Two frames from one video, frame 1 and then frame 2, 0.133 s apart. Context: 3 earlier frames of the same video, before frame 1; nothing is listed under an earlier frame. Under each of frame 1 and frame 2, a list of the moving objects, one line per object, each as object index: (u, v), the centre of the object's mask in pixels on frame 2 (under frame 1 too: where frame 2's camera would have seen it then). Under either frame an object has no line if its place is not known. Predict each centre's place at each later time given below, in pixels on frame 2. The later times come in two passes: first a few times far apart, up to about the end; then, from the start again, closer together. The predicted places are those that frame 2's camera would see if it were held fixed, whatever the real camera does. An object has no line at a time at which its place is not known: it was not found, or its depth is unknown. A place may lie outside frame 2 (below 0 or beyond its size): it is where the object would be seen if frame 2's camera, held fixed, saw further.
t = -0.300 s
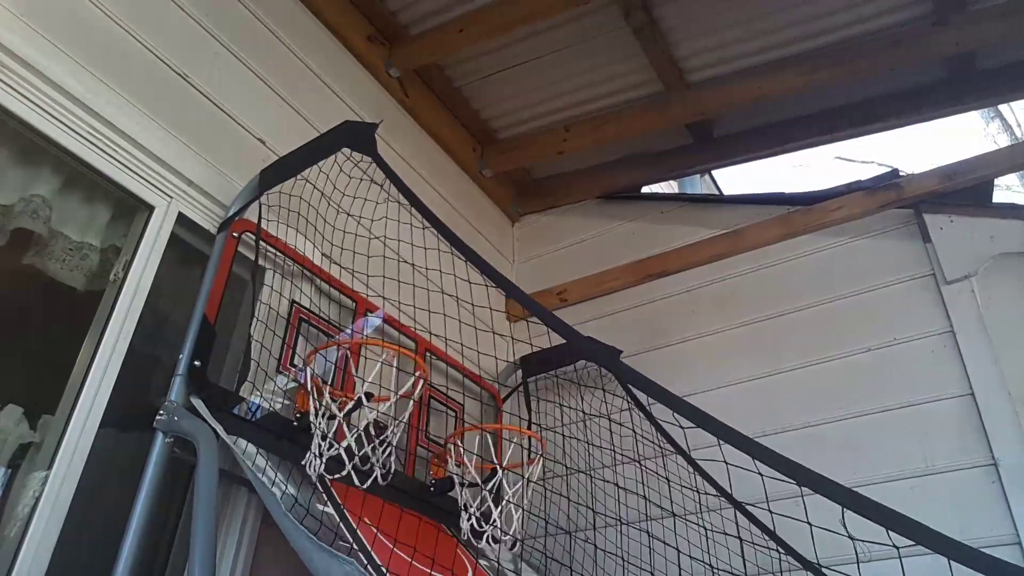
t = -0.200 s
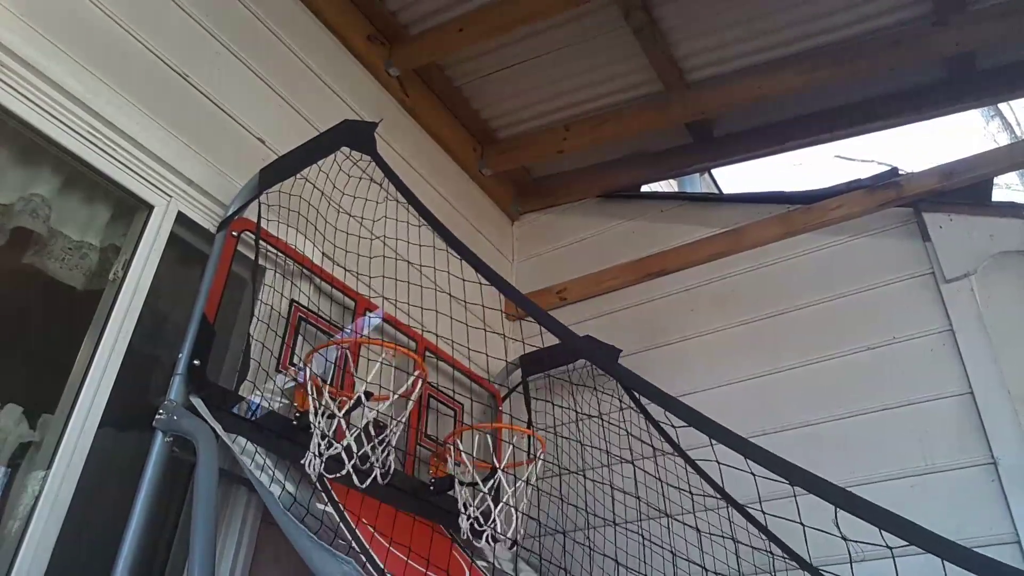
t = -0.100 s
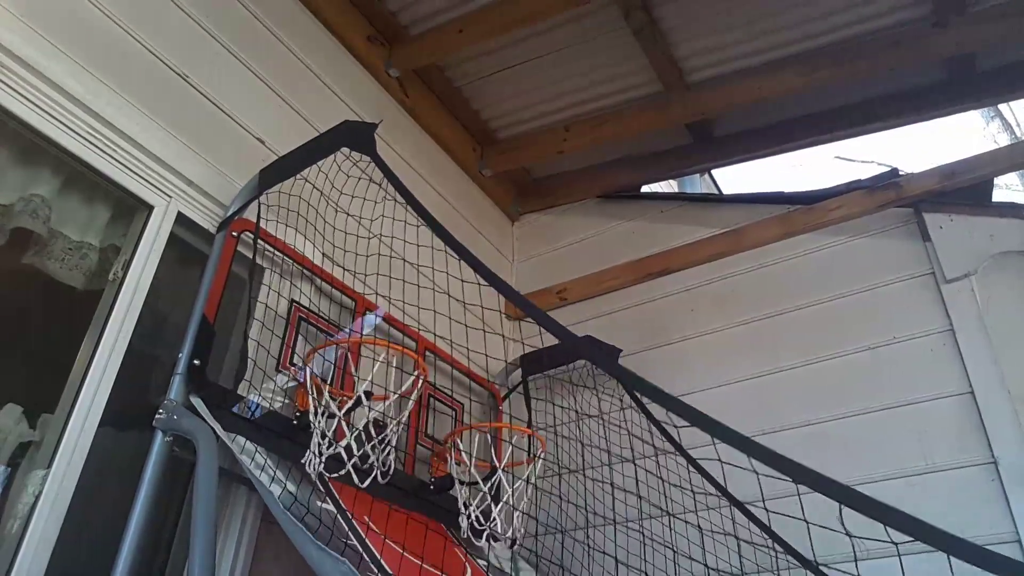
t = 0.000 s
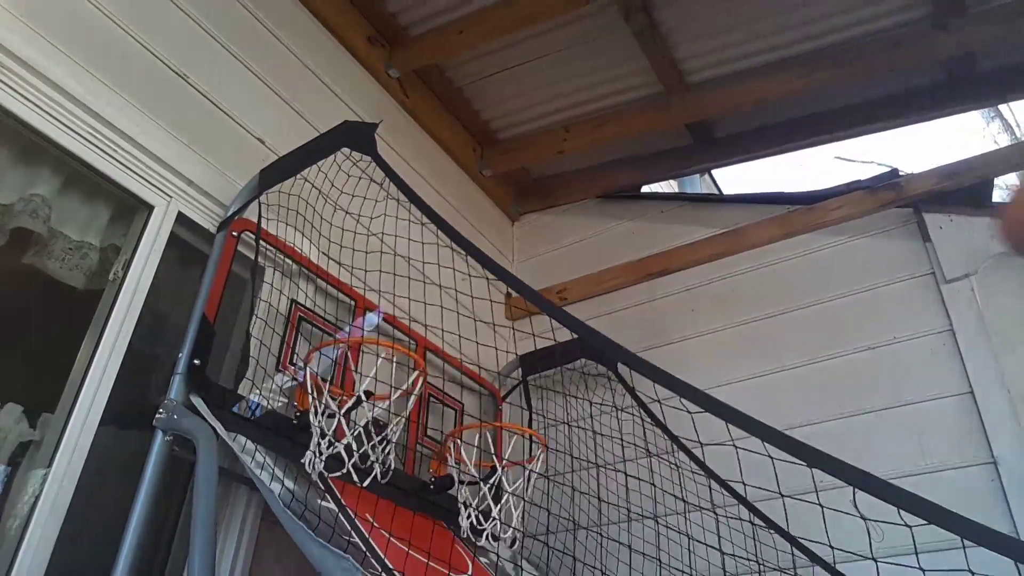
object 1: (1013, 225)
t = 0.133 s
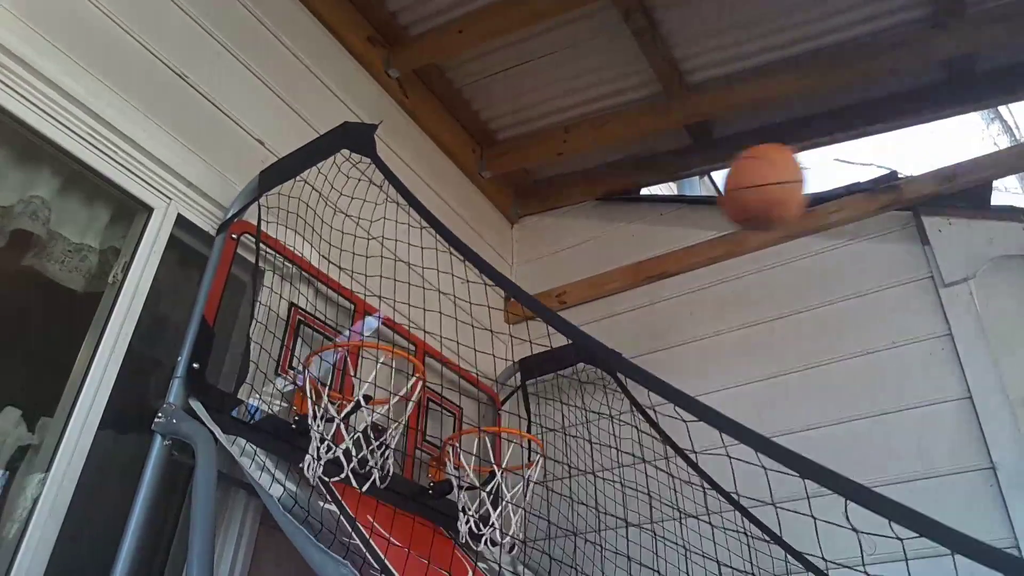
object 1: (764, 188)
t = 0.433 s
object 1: (376, 342)
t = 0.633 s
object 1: (346, 285)
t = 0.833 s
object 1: (324, 286)
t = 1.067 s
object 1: (242, 329)
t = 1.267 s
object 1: (223, 373)
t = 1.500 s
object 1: (218, 383)
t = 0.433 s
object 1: (376, 342)
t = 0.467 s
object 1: (343, 368)
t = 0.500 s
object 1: (344, 350)
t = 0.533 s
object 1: (345, 326)
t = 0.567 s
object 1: (346, 310)
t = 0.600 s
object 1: (346, 296)
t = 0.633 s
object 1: (346, 285)
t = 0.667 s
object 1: (344, 277)
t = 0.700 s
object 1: (341, 272)
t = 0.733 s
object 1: (338, 270)
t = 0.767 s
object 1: (335, 272)
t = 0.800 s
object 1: (330, 277)
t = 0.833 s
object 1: (324, 286)
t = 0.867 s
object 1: (317, 299)
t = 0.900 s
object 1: (310, 316)
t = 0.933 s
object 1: (300, 334)
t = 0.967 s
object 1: (287, 333)
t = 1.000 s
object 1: (268, 330)
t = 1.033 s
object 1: (250, 329)
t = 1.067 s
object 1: (242, 329)
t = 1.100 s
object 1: (231, 332)
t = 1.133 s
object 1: (225, 339)
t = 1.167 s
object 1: (219, 354)
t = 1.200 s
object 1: (217, 367)
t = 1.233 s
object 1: (209, 372)
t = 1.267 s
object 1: (223, 373)
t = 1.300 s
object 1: (222, 370)
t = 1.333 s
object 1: (226, 372)
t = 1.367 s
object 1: (226, 375)
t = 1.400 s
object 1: (226, 378)
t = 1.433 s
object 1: (225, 378)
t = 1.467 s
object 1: (223, 380)
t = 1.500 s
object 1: (218, 383)
